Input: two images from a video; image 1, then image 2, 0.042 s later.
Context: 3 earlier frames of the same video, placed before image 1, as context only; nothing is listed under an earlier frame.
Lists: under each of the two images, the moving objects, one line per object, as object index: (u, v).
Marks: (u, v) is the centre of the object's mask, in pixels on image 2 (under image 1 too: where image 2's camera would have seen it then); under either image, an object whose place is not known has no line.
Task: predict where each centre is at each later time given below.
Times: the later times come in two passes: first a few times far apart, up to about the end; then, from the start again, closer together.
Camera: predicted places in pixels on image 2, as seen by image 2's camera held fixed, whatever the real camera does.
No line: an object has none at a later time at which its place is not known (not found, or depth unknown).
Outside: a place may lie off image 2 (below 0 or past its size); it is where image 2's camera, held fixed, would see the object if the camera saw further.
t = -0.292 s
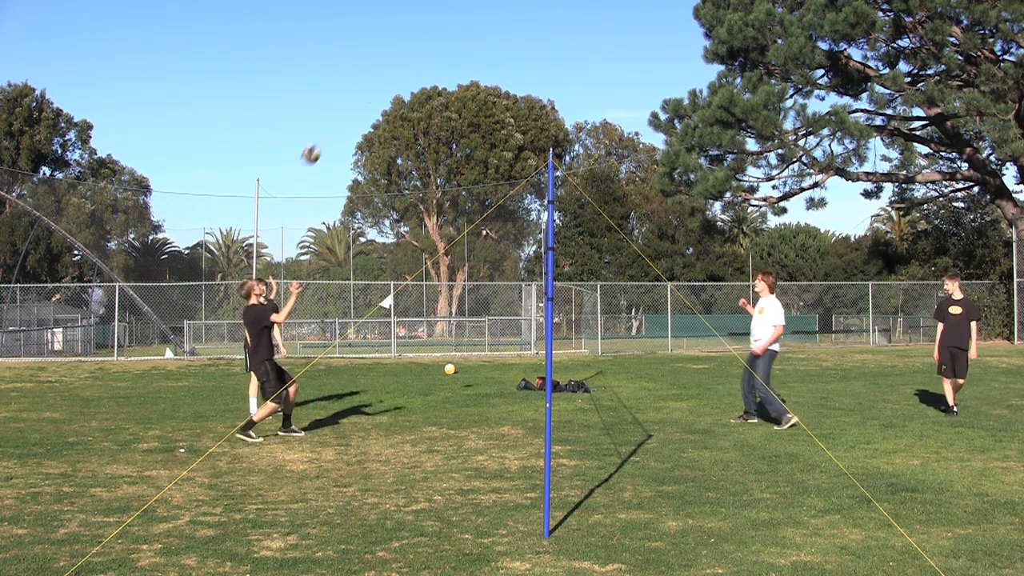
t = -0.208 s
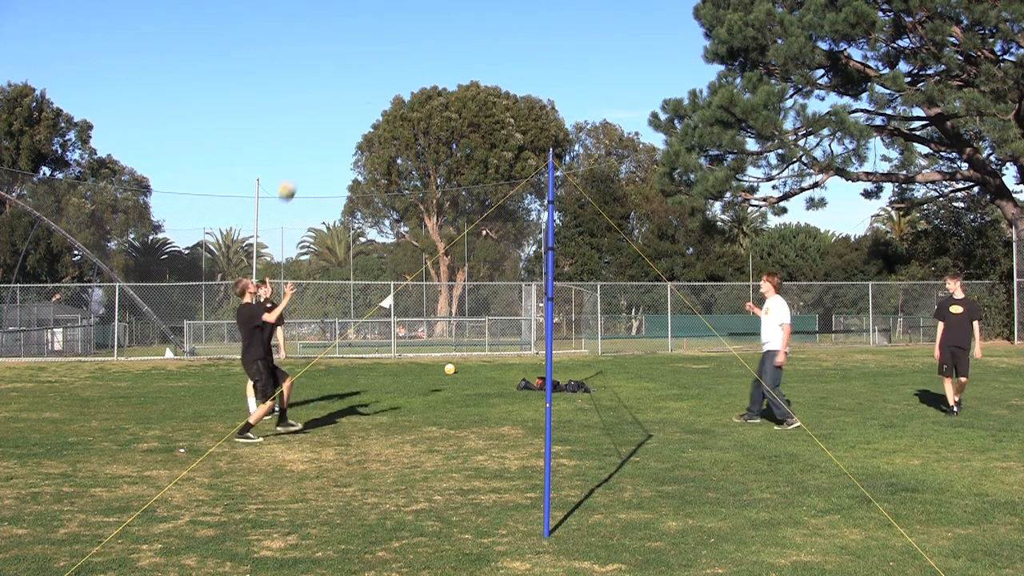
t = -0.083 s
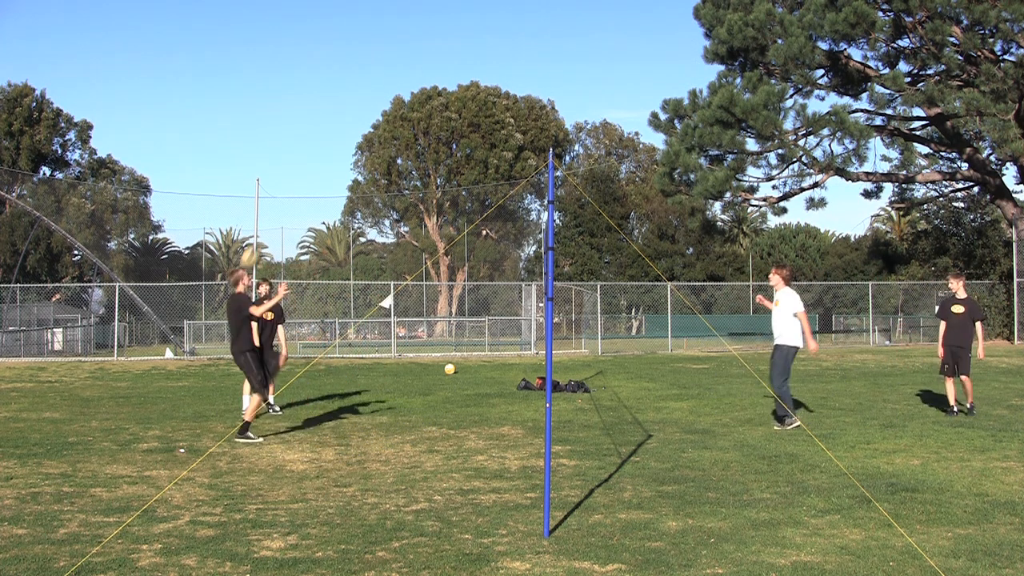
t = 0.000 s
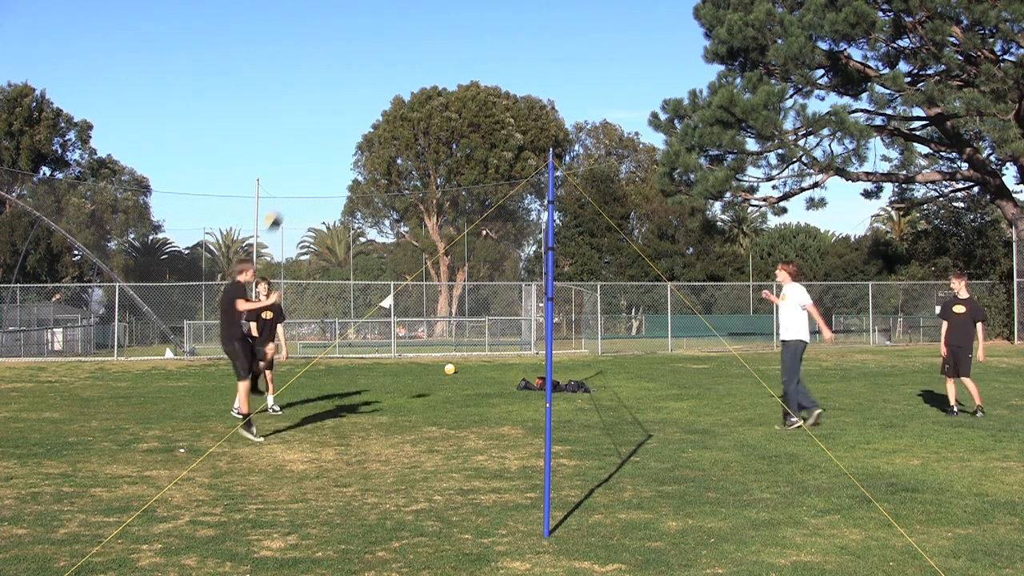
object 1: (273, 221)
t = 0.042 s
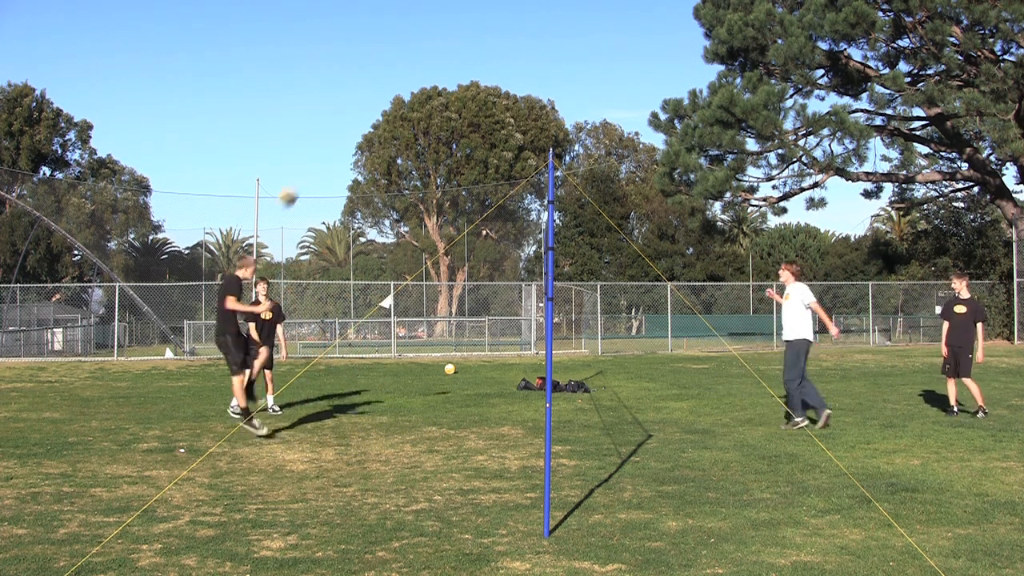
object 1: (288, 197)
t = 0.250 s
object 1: (365, 100)
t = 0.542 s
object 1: (473, 29)
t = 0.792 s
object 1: (569, 32)
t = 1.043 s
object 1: (666, 97)
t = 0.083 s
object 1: (303, 175)
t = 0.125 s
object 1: (318, 153)
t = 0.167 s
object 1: (334, 135)
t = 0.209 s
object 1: (349, 116)
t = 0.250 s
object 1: (365, 100)
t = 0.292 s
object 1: (380, 85)
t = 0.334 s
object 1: (396, 72)
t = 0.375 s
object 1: (411, 60)
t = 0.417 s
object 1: (426, 49)
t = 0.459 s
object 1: (442, 41)
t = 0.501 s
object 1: (458, 35)
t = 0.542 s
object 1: (473, 29)
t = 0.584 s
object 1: (489, 25)
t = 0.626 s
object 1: (505, 23)
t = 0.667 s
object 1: (520, 23)
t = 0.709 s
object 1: (536, 24)
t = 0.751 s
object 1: (553, 27)
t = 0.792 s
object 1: (569, 32)
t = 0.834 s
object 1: (585, 38)
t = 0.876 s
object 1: (601, 46)
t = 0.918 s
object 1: (617, 56)
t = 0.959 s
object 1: (633, 68)
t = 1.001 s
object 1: (649, 82)
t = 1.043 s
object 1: (666, 97)
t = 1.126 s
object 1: (702, 136)
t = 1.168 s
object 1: (715, 155)
